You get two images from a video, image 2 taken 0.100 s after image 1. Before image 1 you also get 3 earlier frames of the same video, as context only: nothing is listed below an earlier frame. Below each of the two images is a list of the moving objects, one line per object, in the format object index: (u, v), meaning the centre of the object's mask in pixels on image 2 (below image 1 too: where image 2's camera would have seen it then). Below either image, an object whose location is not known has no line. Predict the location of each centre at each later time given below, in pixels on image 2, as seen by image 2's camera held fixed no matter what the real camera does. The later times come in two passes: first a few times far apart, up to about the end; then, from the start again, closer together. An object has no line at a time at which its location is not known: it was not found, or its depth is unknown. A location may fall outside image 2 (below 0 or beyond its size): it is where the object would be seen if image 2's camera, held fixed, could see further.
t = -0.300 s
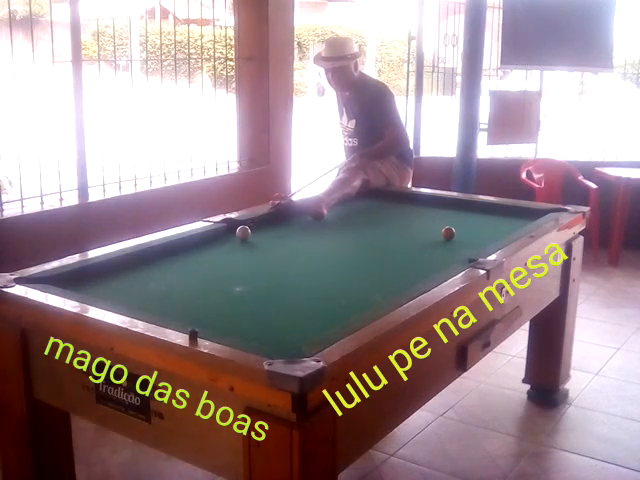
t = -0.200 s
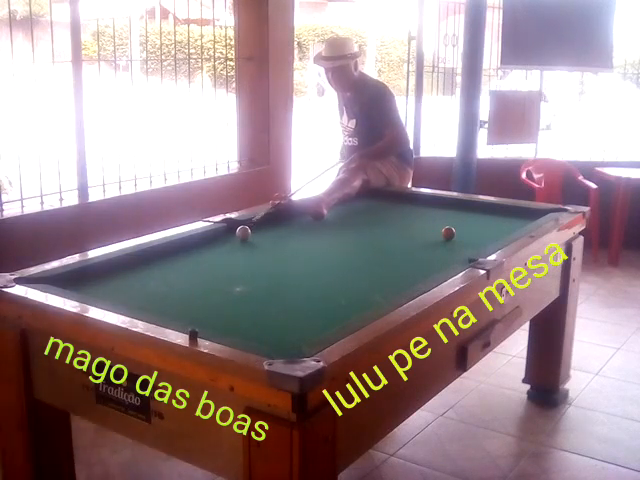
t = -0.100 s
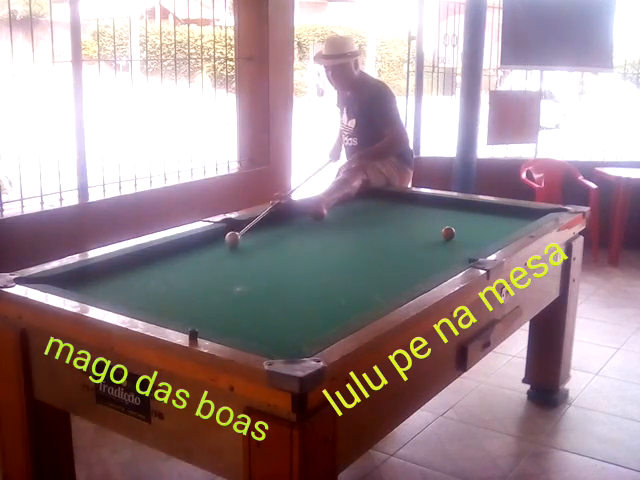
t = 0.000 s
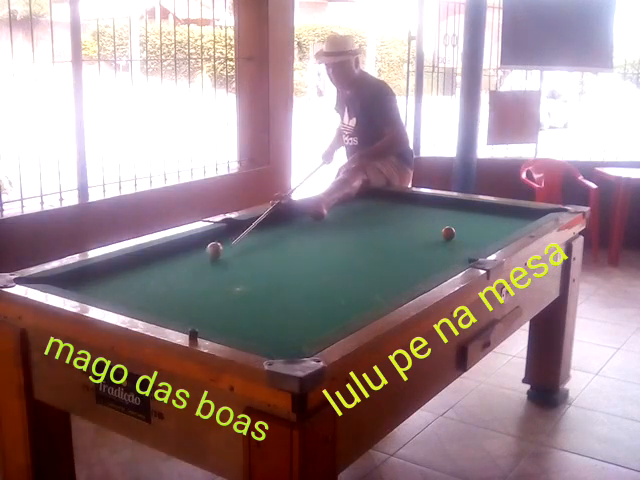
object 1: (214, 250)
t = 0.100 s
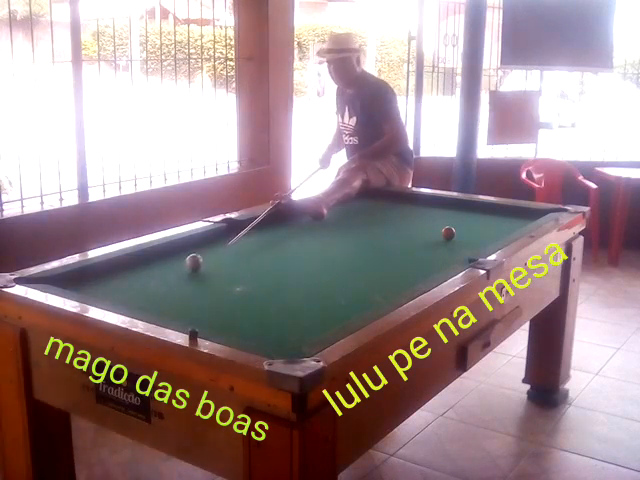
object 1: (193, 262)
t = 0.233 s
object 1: (163, 280)
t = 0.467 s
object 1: (158, 294)
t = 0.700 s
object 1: (234, 279)
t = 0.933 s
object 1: (300, 265)
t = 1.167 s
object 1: (357, 252)
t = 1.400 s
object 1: (407, 242)
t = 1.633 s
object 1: (441, 234)
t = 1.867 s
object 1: (454, 231)
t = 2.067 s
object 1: (463, 229)
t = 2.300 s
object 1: (469, 222)
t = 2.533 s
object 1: (483, 223)
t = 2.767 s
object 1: (491, 221)
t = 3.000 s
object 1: (499, 219)
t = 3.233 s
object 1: (506, 217)
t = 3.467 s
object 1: (512, 215)
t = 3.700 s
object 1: (517, 214)
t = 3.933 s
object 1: (521, 213)
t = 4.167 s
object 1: (525, 211)
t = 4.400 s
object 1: (528, 210)
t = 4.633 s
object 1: (530, 210)
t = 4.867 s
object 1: (530, 210)
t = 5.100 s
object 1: (530, 210)
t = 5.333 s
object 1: (529, 211)
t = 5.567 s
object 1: (529, 211)
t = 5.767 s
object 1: (529, 211)
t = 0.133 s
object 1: (186, 267)
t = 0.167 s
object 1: (179, 271)
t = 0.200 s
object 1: (171, 275)
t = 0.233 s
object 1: (163, 280)
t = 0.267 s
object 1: (154, 286)
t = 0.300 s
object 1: (146, 291)
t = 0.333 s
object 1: (136, 295)
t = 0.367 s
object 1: (128, 300)
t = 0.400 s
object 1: (130, 300)
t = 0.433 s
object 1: (143, 295)
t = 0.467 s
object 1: (158, 294)
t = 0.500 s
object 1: (170, 292)
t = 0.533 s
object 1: (182, 290)
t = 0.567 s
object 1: (193, 288)
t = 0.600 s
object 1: (203, 286)
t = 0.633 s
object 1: (214, 283)
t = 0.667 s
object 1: (224, 281)
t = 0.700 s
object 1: (234, 279)
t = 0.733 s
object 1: (244, 277)
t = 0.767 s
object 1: (254, 275)
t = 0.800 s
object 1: (264, 273)
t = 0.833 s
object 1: (273, 271)
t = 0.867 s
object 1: (282, 268)
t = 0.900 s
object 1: (291, 267)
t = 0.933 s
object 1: (300, 265)
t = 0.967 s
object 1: (308, 263)
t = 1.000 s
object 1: (317, 262)
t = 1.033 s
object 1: (325, 260)
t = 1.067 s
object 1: (333, 258)
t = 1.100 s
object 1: (341, 256)
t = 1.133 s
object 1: (349, 254)
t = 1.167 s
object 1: (357, 252)
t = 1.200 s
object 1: (364, 250)
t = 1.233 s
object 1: (372, 249)
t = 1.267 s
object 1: (379, 248)
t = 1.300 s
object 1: (386, 246)
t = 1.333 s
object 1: (393, 245)
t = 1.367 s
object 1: (400, 243)
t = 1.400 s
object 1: (407, 242)
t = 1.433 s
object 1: (413, 240)
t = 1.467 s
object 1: (420, 239)
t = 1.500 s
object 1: (426, 237)
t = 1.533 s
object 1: (433, 236)
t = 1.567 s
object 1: (438, 235)
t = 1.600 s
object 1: (439, 234)
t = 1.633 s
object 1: (441, 234)
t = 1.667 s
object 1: (443, 233)
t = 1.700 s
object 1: (445, 233)
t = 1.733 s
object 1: (447, 232)
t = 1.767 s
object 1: (448, 232)
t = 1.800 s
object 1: (450, 231)
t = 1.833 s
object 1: (452, 231)
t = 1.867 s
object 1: (454, 231)
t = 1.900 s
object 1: (455, 230)
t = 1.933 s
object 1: (456, 230)
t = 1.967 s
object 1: (458, 229)
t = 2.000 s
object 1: (460, 229)
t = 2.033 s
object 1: (461, 229)
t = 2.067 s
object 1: (463, 229)
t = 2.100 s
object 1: (466, 226)
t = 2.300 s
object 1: (469, 222)
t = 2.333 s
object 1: (475, 225)
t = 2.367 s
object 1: (476, 225)
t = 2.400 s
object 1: (477, 225)
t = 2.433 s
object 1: (478, 224)
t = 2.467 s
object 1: (480, 223)
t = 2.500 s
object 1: (481, 223)
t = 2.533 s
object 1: (483, 223)
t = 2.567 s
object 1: (484, 223)
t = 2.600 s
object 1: (485, 222)
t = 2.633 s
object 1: (486, 222)
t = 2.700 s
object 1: (488, 221)
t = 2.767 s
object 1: (491, 221)
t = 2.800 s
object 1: (492, 220)
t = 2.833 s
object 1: (493, 220)
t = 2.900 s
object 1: (496, 220)
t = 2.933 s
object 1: (497, 219)
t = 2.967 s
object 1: (498, 219)
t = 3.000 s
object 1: (499, 219)
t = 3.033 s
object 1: (500, 219)
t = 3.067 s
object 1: (501, 218)
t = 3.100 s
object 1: (502, 218)
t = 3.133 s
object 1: (503, 218)
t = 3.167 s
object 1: (504, 217)
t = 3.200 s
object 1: (505, 217)
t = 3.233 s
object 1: (506, 217)
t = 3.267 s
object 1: (507, 217)
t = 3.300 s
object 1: (507, 216)
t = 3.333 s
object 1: (508, 216)
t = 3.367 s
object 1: (509, 216)
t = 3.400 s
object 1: (510, 216)
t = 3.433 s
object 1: (511, 215)
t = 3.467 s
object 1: (512, 215)
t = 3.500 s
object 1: (512, 215)
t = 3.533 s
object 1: (513, 215)
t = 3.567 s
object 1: (513, 215)
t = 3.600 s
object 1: (514, 214)
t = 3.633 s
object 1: (515, 214)
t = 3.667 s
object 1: (516, 214)
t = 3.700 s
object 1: (517, 214)
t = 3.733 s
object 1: (518, 214)
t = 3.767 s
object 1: (518, 214)
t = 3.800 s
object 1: (519, 214)
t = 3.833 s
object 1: (519, 213)
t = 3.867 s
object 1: (520, 213)
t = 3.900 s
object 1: (520, 213)
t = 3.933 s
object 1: (521, 213)
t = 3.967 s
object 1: (522, 213)
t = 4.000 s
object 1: (522, 212)
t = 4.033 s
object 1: (523, 212)
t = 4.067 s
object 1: (524, 212)
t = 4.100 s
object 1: (524, 212)
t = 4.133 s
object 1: (525, 212)
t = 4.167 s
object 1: (525, 211)
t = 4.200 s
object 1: (526, 211)
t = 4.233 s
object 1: (526, 211)
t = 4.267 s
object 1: (527, 210)
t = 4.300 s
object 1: (527, 210)
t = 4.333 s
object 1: (527, 210)
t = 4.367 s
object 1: (528, 210)
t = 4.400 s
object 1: (528, 210)
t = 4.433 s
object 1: (529, 210)
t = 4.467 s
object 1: (529, 210)
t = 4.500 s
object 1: (530, 210)
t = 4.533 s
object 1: (530, 210)
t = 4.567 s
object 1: (530, 210)
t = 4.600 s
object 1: (530, 210)
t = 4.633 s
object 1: (530, 210)
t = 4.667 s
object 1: (530, 210)
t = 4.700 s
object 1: (530, 210)
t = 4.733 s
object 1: (530, 210)
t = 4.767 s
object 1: (530, 210)
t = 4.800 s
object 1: (530, 210)
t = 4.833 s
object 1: (530, 210)
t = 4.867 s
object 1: (530, 210)
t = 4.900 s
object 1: (530, 210)
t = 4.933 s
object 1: (530, 210)
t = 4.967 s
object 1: (530, 210)
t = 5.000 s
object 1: (530, 210)
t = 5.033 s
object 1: (530, 210)
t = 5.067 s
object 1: (530, 210)
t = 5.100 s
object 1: (530, 210)
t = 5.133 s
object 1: (530, 210)
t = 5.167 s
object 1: (530, 210)
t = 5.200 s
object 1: (530, 210)
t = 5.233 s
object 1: (530, 210)
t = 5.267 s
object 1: (530, 210)
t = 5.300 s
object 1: (529, 210)
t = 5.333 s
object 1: (529, 211)
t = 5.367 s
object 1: (529, 211)
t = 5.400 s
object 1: (529, 210)
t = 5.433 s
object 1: (529, 211)
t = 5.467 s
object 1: (529, 211)
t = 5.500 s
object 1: (529, 211)
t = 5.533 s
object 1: (529, 211)
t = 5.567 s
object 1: (529, 211)
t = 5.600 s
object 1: (529, 211)
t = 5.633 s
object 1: (529, 211)
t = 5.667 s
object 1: (529, 211)
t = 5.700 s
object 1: (530, 211)
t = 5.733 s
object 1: (529, 211)
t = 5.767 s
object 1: (529, 211)
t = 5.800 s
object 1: (529, 211)
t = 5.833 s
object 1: (529, 211)
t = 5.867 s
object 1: (529, 210)
